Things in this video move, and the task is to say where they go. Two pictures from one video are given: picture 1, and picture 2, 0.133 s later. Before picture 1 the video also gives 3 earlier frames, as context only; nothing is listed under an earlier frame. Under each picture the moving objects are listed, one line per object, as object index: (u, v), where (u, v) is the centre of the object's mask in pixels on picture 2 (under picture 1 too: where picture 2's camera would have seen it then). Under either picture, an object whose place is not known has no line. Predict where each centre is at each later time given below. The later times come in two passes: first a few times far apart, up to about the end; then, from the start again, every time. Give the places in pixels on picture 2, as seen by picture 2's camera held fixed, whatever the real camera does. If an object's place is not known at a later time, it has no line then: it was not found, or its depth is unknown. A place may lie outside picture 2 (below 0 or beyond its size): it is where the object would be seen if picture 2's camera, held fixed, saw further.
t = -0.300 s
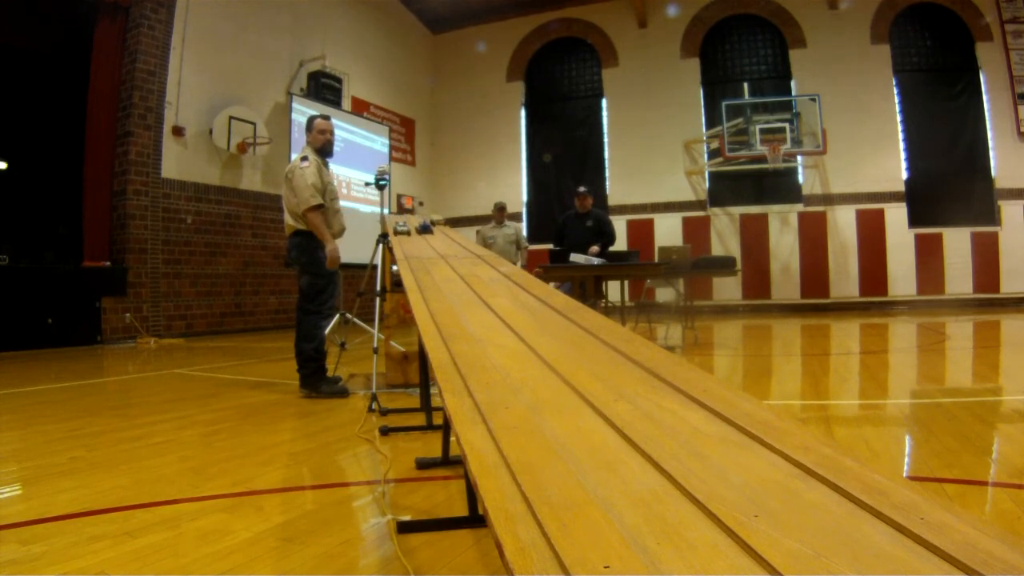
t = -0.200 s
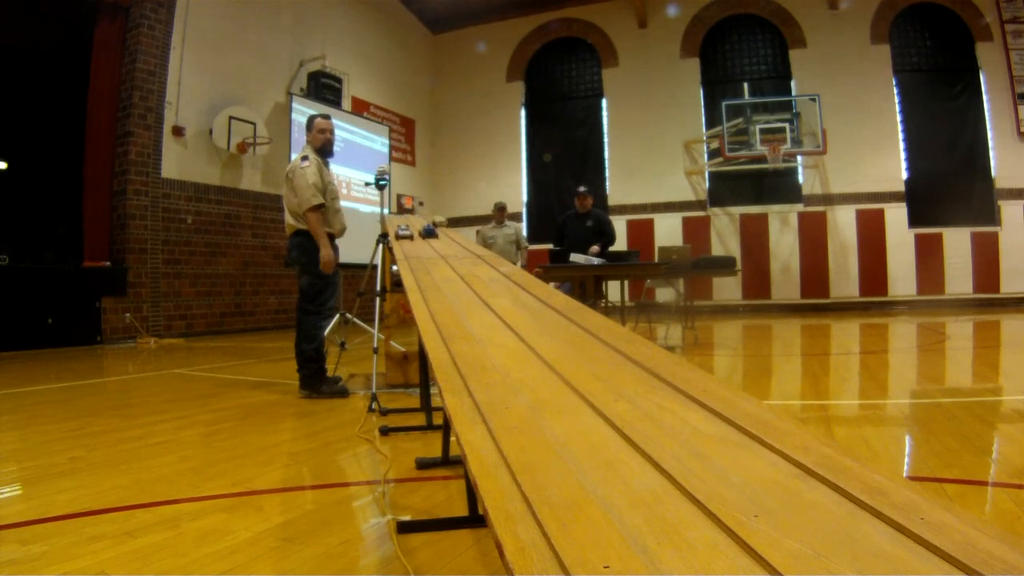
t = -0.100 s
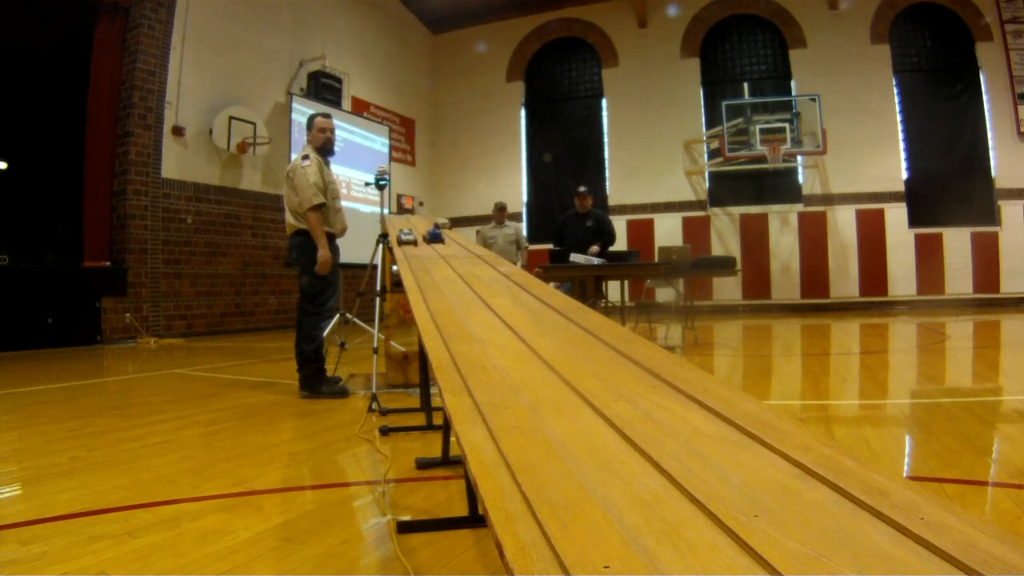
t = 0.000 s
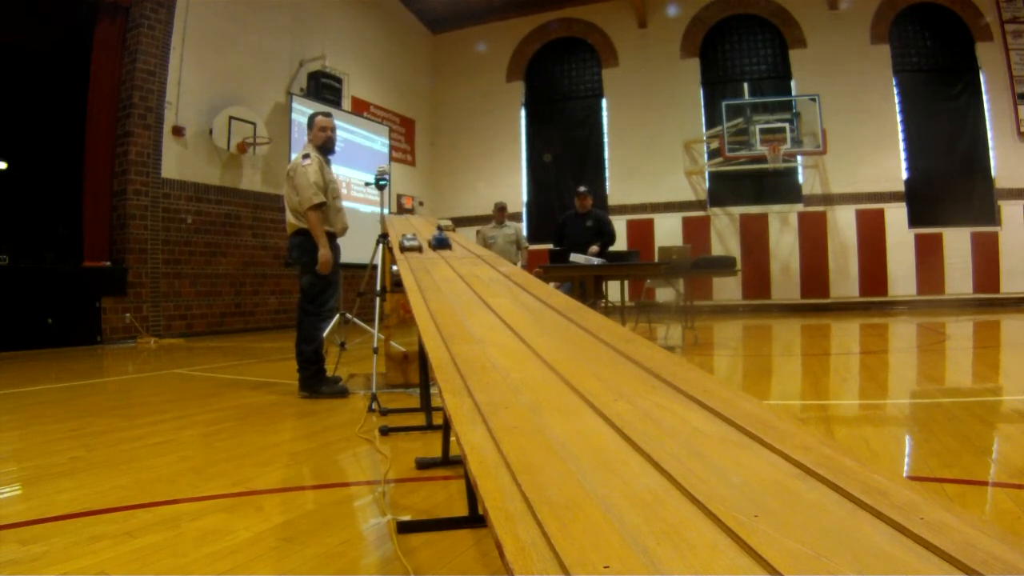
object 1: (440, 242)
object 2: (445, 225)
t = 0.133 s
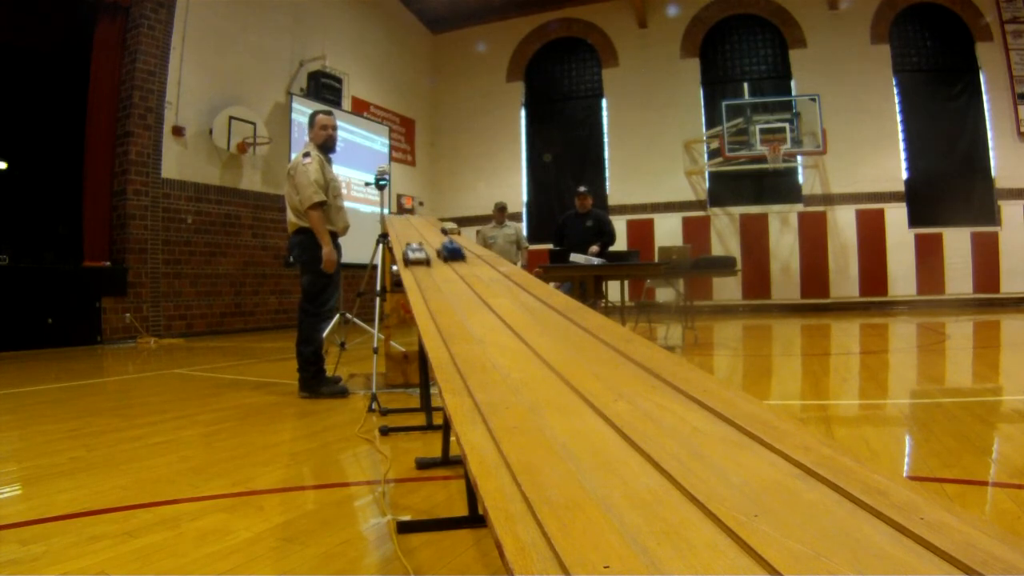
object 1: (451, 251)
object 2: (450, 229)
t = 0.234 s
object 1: (464, 263)
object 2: (454, 231)
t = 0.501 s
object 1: (548, 332)
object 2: (468, 240)
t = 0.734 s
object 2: (489, 251)
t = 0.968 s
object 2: (524, 273)
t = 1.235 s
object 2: (616, 322)
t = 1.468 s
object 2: (881, 463)
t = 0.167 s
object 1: (455, 254)
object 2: (451, 229)
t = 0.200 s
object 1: (459, 258)
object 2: (453, 230)
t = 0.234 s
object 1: (464, 263)
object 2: (454, 231)
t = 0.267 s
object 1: (470, 268)
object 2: (456, 232)
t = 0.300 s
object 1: (476, 274)
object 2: (457, 233)
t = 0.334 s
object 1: (483, 280)
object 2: (459, 235)
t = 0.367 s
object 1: (491, 288)
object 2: (460, 236)
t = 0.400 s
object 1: (501, 296)
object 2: (462, 236)
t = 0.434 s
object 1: (514, 306)
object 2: (464, 238)
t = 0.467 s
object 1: (529, 318)
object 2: (465, 239)
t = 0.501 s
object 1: (548, 332)
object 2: (468, 240)
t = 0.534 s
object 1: (575, 354)
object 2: (469, 241)
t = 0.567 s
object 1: (608, 379)
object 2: (473, 242)
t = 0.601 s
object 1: (657, 415)
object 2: (477, 244)
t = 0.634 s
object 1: (732, 470)
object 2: (479, 246)
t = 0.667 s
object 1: (812, 519)
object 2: (482, 247)
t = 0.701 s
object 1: (884, 546)
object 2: (486, 249)
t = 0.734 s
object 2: (489, 251)
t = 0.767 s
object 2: (493, 254)
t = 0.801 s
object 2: (497, 256)
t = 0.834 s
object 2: (503, 259)
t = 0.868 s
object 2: (507, 262)
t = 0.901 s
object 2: (512, 265)
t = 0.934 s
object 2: (518, 269)
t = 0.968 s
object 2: (524, 273)
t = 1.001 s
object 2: (532, 276)
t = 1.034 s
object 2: (539, 281)
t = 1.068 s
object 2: (548, 286)
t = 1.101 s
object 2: (559, 291)
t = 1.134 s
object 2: (570, 298)
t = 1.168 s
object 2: (582, 305)
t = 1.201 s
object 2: (597, 313)
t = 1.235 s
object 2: (616, 322)
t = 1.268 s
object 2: (634, 333)
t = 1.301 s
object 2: (657, 344)
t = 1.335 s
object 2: (687, 361)
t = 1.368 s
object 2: (722, 379)
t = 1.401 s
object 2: (760, 398)
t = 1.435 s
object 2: (815, 427)
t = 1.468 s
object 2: (881, 463)
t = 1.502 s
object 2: (935, 490)
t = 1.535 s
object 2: (972, 516)
